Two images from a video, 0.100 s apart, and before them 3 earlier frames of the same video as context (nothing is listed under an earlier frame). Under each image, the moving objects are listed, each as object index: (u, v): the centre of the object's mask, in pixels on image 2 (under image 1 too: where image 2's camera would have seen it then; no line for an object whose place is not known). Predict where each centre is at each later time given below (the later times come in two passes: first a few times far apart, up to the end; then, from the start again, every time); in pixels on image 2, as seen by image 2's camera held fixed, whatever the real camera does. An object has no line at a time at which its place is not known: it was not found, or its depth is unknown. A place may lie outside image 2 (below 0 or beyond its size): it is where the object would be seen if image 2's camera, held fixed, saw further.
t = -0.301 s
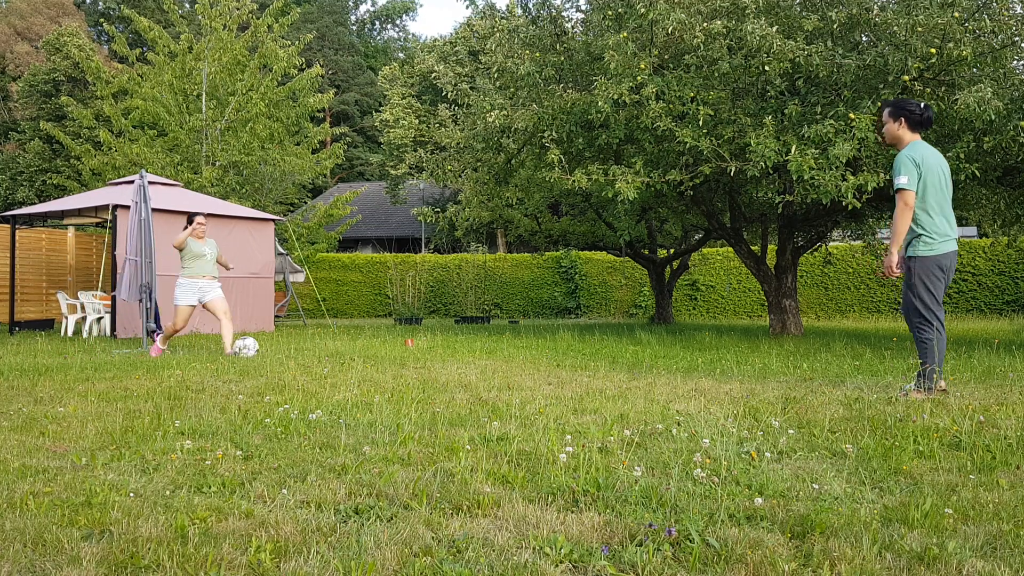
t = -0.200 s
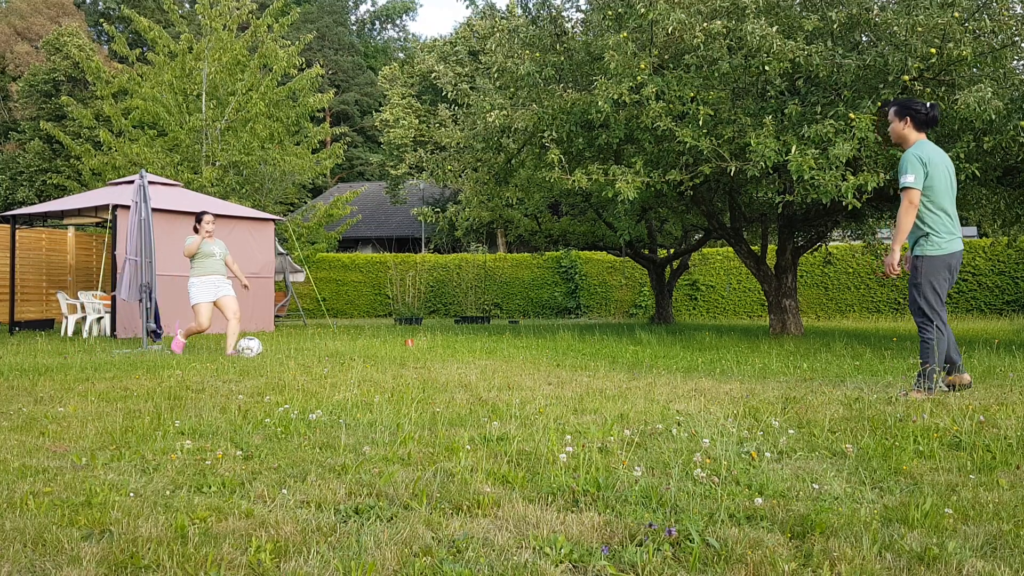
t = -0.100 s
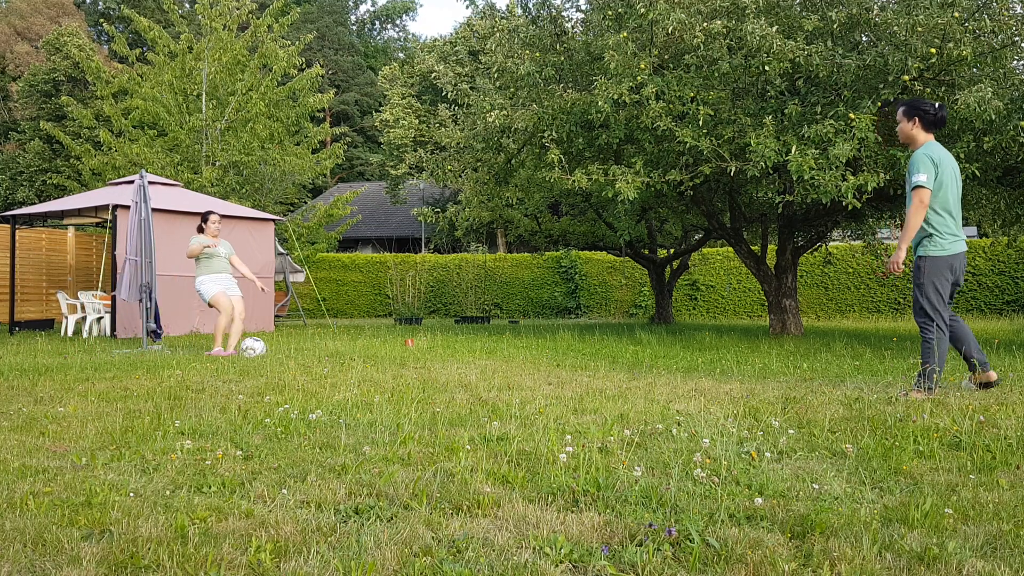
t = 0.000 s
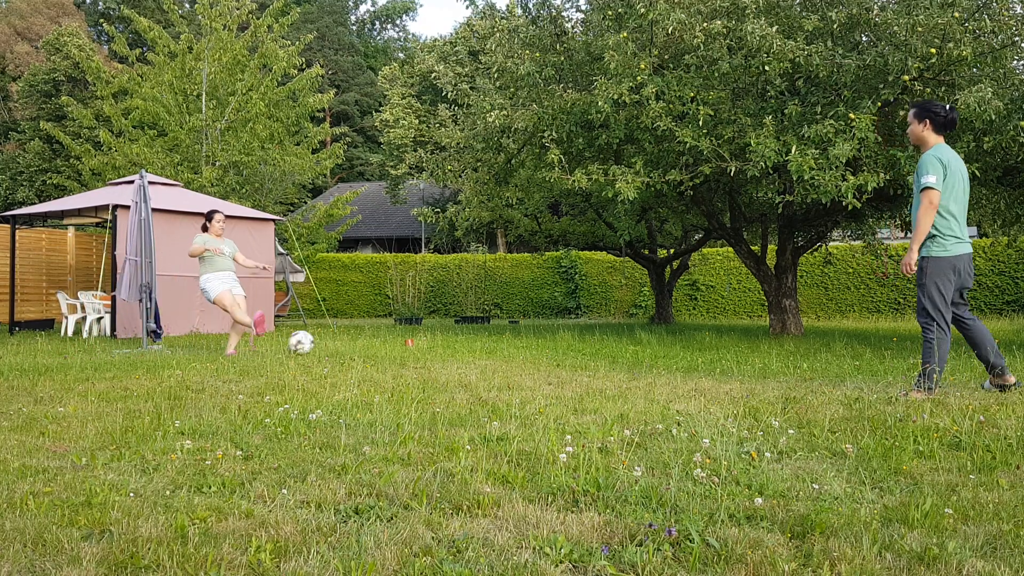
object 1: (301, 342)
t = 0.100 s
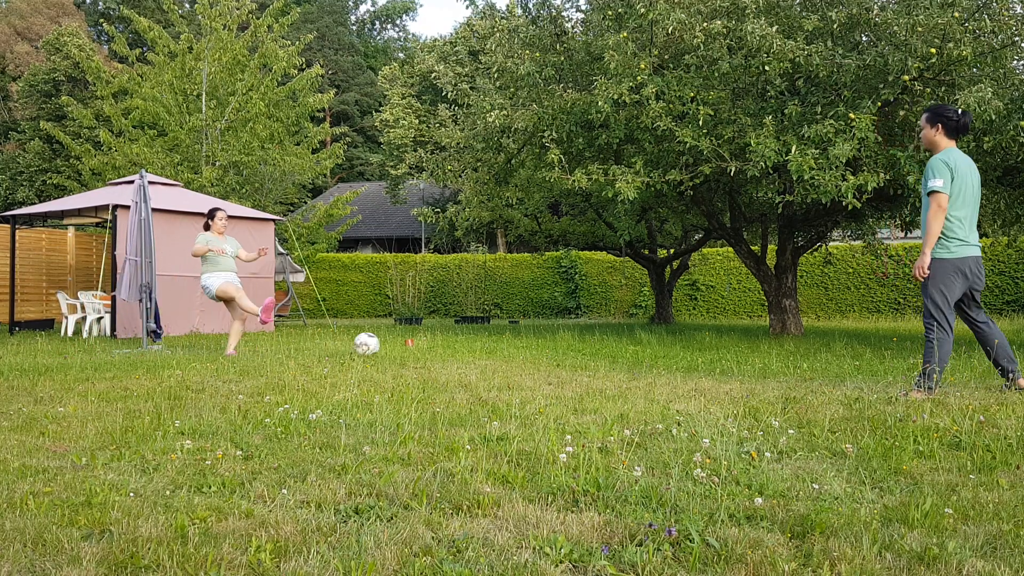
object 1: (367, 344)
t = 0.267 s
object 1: (464, 346)
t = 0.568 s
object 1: (614, 357)
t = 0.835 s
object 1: (731, 360)
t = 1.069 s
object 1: (822, 359)
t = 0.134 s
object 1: (388, 346)
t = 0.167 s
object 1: (410, 348)
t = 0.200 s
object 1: (429, 347)
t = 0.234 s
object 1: (447, 346)
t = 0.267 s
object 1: (464, 346)
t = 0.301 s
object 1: (481, 347)
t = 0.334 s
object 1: (500, 349)
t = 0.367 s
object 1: (518, 352)
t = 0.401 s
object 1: (535, 356)
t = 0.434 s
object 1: (552, 356)
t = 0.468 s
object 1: (568, 357)
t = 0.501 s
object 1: (585, 358)
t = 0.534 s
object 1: (600, 357)
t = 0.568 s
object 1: (614, 357)
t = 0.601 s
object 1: (629, 356)
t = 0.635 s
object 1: (645, 356)
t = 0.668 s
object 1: (660, 359)
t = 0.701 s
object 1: (675, 361)
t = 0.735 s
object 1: (688, 360)
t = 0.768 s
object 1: (702, 358)
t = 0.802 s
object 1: (717, 359)
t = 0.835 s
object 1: (731, 360)
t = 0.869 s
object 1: (744, 361)
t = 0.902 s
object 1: (757, 359)
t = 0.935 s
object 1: (770, 356)
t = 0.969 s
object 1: (783, 355)
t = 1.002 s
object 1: (797, 355)
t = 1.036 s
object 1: (810, 357)
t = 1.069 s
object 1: (822, 359)
